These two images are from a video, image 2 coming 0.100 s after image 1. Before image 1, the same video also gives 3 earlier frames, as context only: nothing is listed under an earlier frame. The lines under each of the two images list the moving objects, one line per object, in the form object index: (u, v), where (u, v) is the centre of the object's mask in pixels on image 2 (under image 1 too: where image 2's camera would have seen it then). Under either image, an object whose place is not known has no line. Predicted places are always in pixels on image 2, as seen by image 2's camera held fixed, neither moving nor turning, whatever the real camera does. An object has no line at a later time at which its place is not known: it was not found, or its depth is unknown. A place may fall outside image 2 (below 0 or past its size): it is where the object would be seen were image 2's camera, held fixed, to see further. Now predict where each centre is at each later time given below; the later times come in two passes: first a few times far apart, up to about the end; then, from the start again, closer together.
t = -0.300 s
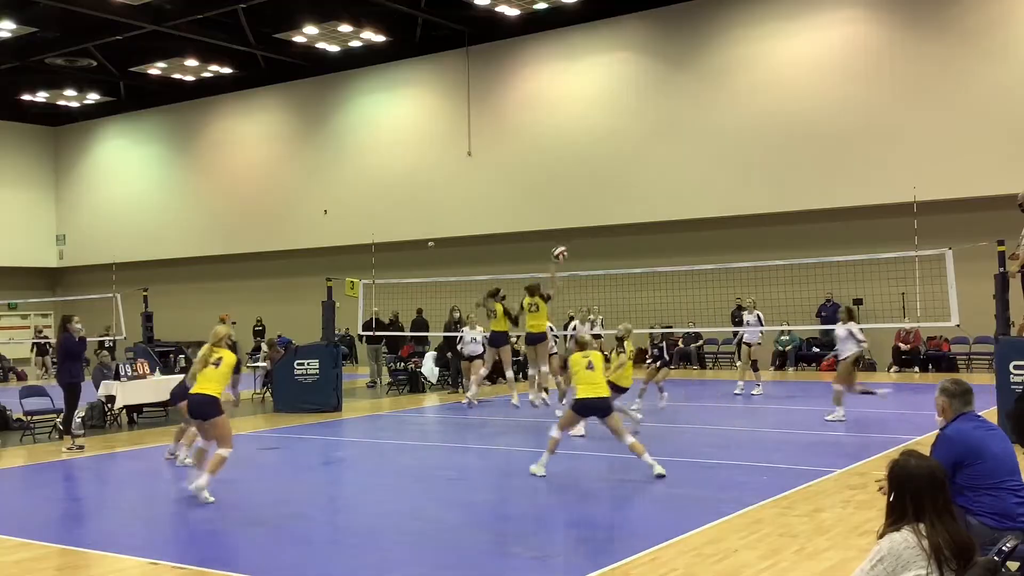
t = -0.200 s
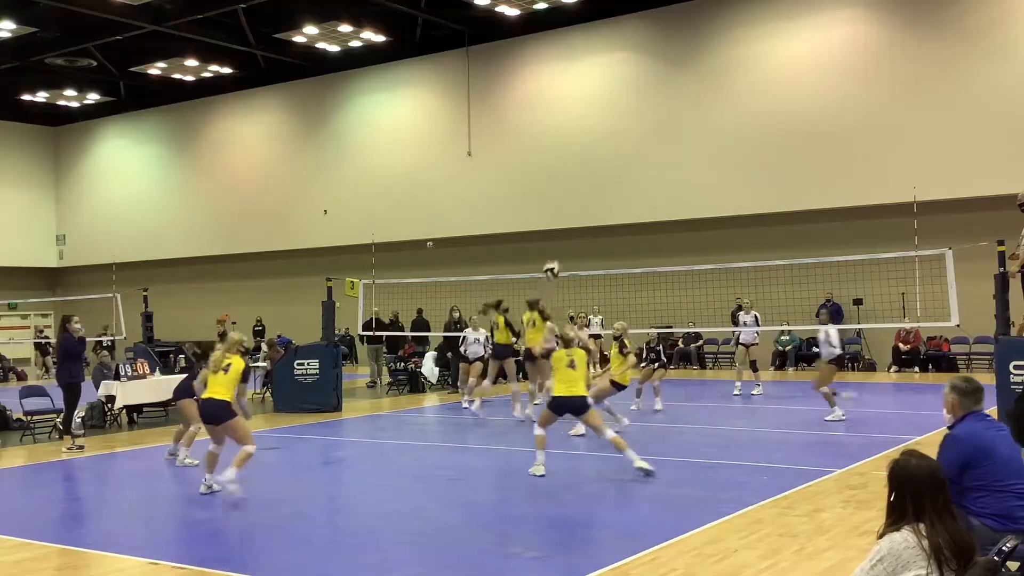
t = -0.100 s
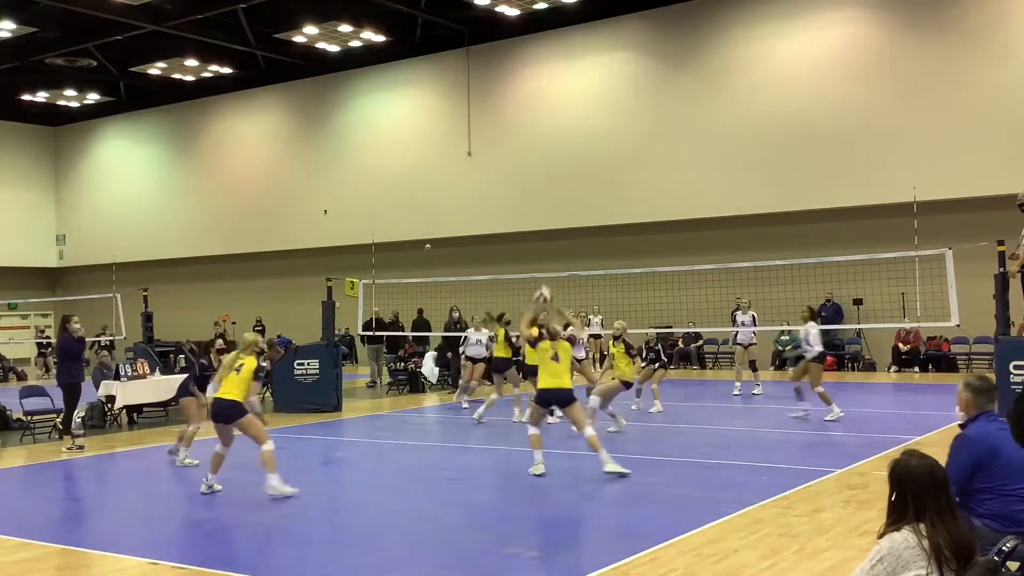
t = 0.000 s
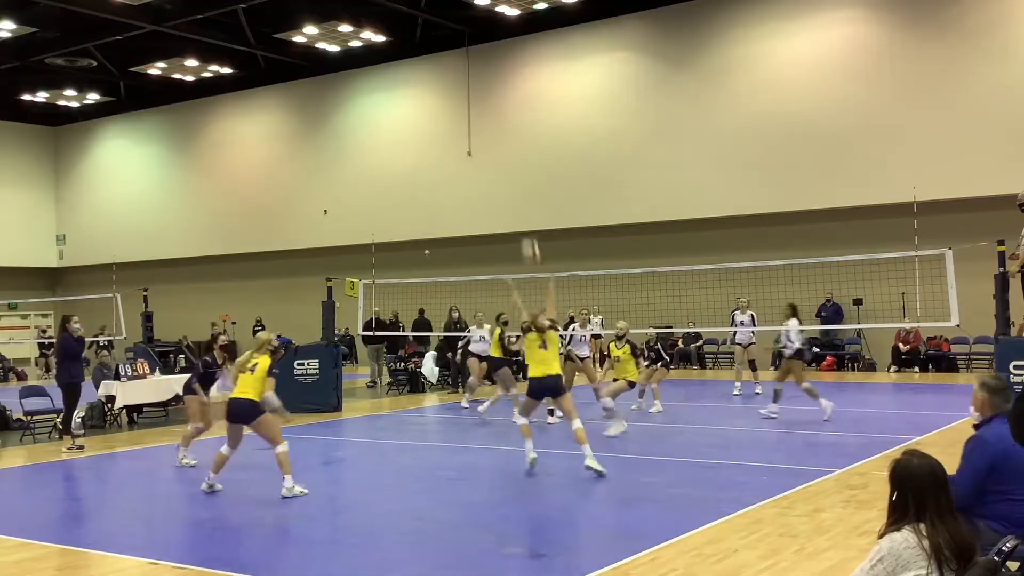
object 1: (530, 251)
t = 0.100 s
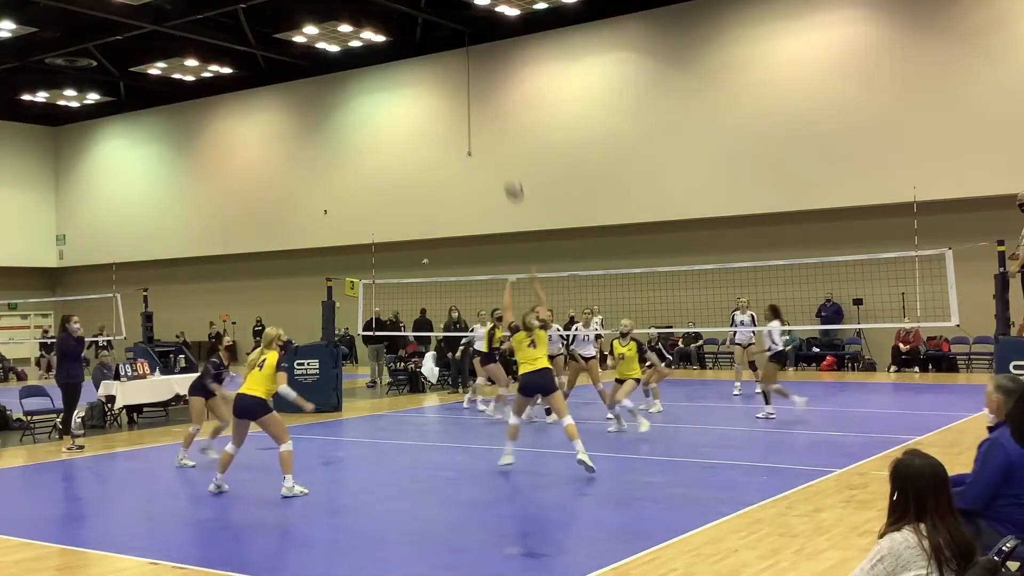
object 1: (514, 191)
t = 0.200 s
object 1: (499, 141)
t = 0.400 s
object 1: (470, 68)
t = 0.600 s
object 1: (444, 33)
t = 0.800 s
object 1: (420, 32)
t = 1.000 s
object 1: (399, 64)
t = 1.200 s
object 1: (379, 129)
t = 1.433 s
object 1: (358, 240)
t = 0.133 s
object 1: (508, 173)
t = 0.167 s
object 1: (504, 157)
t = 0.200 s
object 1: (499, 141)
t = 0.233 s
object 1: (494, 128)
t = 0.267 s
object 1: (489, 113)
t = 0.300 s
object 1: (484, 101)
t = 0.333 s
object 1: (479, 91)
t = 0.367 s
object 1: (474, 78)
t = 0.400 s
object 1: (470, 68)
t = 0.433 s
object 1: (465, 59)
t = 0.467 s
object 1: (461, 51)
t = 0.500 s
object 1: (456, 45)
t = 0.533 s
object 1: (452, 40)
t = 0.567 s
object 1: (448, 36)
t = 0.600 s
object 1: (444, 33)
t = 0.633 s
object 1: (440, 30)
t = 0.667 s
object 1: (436, 29)
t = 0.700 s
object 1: (432, 28)
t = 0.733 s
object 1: (428, 29)
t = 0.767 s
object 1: (424, 30)
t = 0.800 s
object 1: (420, 32)
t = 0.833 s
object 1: (417, 35)
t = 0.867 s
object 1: (413, 39)
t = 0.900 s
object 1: (409, 45)
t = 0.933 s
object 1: (406, 50)
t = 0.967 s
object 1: (402, 56)
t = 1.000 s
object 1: (399, 64)
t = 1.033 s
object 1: (396, 74)
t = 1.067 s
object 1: (392, 84)
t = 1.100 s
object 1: (389, 94)
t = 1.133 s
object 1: (386, 104)
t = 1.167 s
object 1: (382, 117)
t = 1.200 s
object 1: (379, 129)
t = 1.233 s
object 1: (376, 142)
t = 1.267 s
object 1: (373, 157)
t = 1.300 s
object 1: (370, 172)
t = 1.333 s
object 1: (367, 188)
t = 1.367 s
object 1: (363, 205)
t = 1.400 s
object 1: (360, 222)
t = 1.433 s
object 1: (358, 240)
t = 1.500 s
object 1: (352, 276)
